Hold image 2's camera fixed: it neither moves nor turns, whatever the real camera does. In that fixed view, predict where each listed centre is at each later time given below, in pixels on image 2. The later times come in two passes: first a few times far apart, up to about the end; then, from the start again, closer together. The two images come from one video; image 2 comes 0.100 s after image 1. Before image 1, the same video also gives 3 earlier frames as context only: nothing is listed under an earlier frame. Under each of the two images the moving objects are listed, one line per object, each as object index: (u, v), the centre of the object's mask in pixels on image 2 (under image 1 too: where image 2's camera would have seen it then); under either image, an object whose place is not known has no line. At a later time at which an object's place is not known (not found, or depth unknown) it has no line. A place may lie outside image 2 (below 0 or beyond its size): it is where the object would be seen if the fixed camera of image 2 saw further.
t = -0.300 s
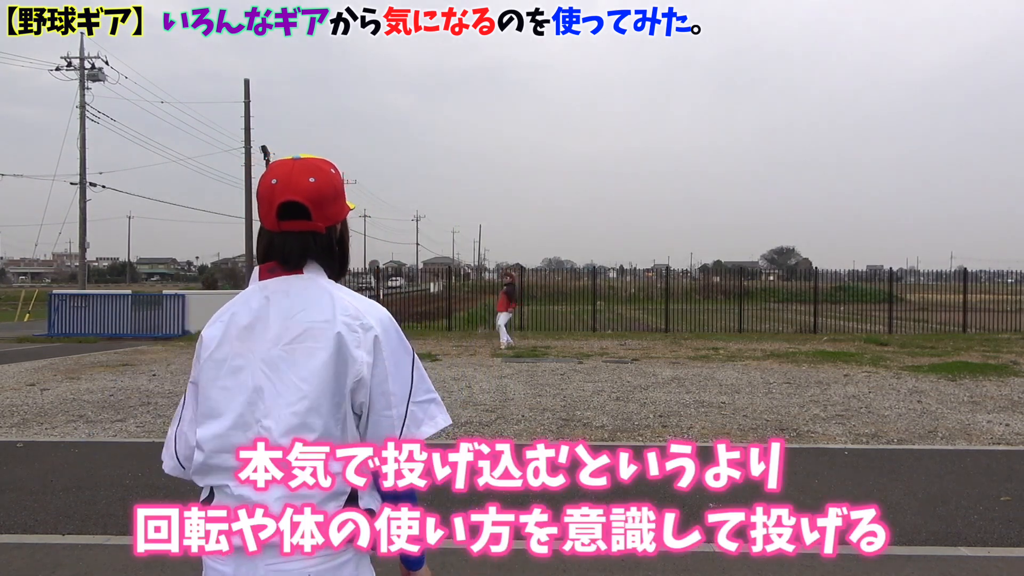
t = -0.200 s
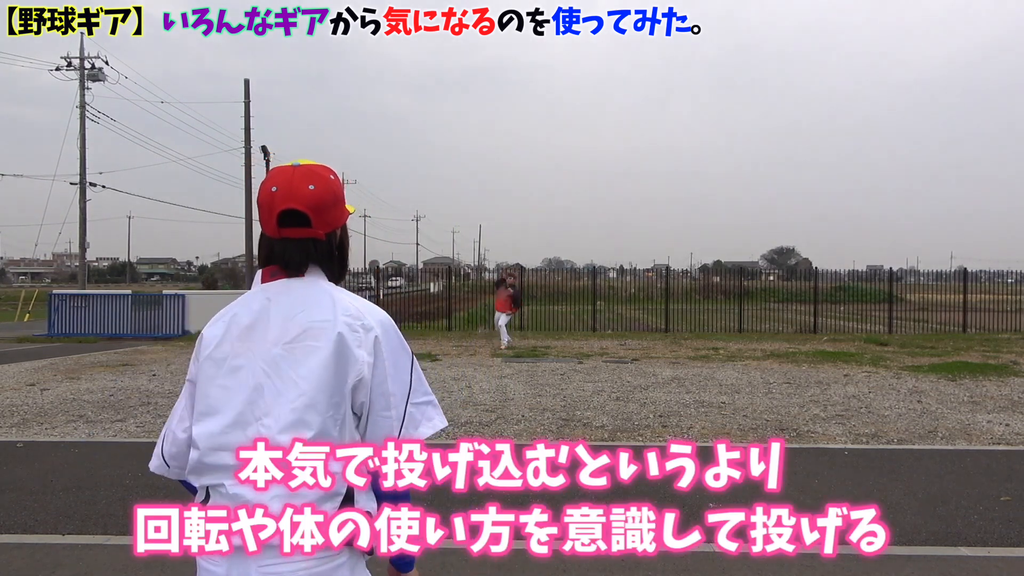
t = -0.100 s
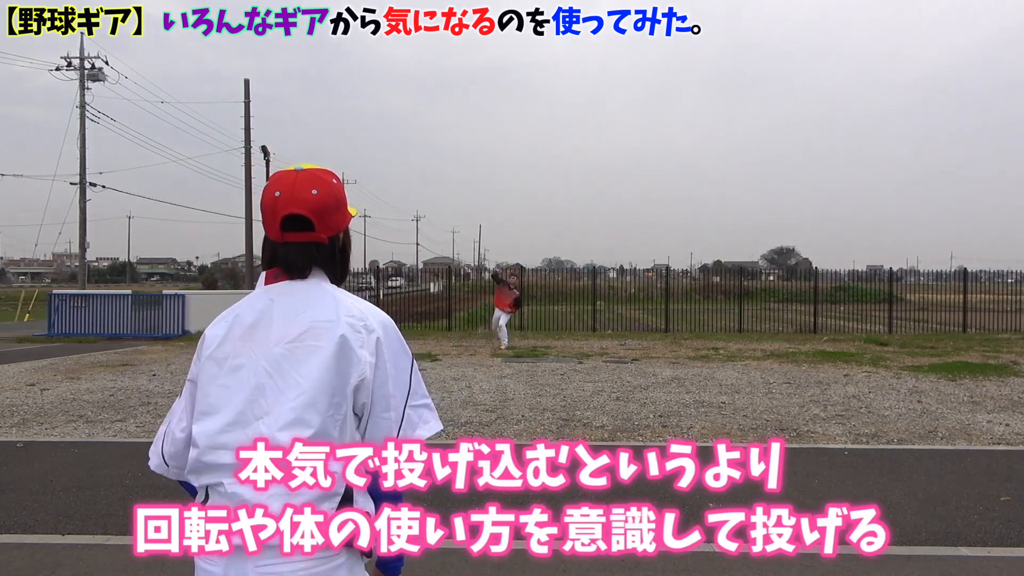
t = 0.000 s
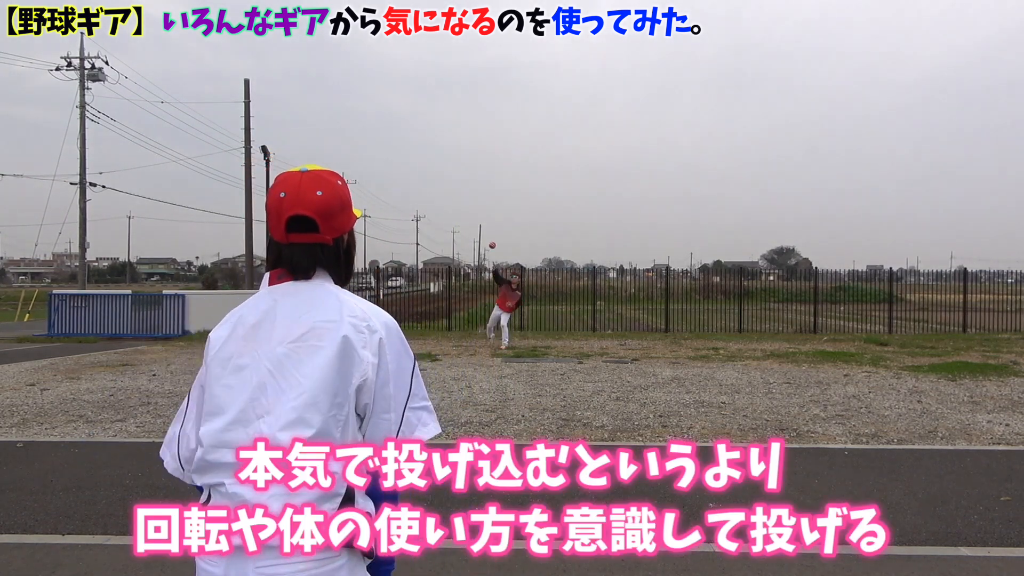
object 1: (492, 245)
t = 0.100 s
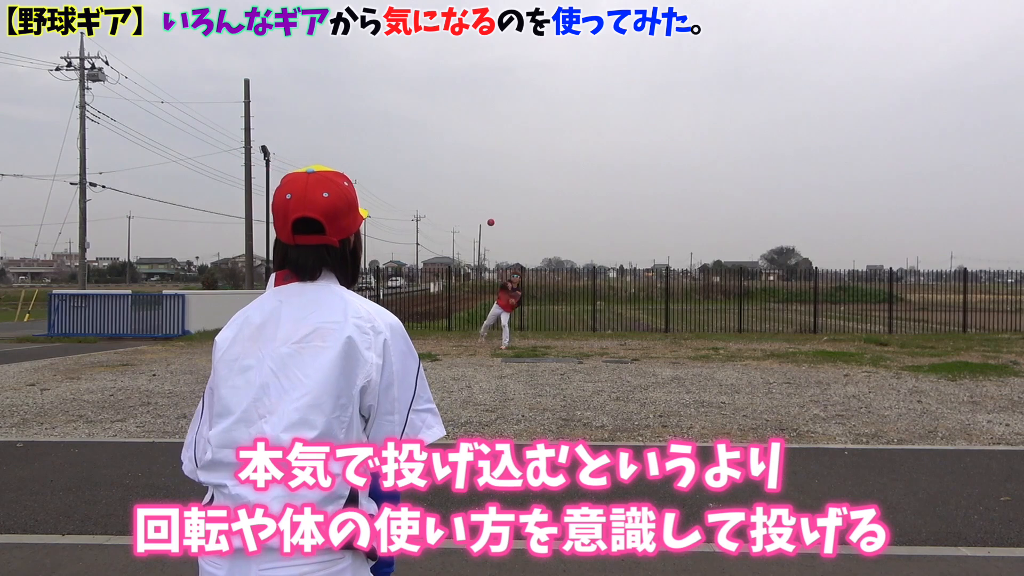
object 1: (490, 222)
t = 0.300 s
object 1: (485, 180)
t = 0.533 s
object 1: (471, 145)
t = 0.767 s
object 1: (436, 143)
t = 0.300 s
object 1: (485, 180)
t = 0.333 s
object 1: (484, 174)
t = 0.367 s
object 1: (483, 168)
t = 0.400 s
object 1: (481, 163)
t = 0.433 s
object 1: (479, 158)
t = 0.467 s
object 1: (477, 153)
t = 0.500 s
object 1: (474, 149)
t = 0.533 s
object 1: (471, 145)
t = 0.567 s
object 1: (468, 141)
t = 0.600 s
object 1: (464, 139)
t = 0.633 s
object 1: (460, 138)
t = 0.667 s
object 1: (455, 137)
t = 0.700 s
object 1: (449, 138)
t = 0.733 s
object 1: (443, 140)
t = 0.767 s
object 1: (436, 143)
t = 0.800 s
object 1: (428, 148)
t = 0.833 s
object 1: (418, 156)
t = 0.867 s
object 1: (406, 167)
